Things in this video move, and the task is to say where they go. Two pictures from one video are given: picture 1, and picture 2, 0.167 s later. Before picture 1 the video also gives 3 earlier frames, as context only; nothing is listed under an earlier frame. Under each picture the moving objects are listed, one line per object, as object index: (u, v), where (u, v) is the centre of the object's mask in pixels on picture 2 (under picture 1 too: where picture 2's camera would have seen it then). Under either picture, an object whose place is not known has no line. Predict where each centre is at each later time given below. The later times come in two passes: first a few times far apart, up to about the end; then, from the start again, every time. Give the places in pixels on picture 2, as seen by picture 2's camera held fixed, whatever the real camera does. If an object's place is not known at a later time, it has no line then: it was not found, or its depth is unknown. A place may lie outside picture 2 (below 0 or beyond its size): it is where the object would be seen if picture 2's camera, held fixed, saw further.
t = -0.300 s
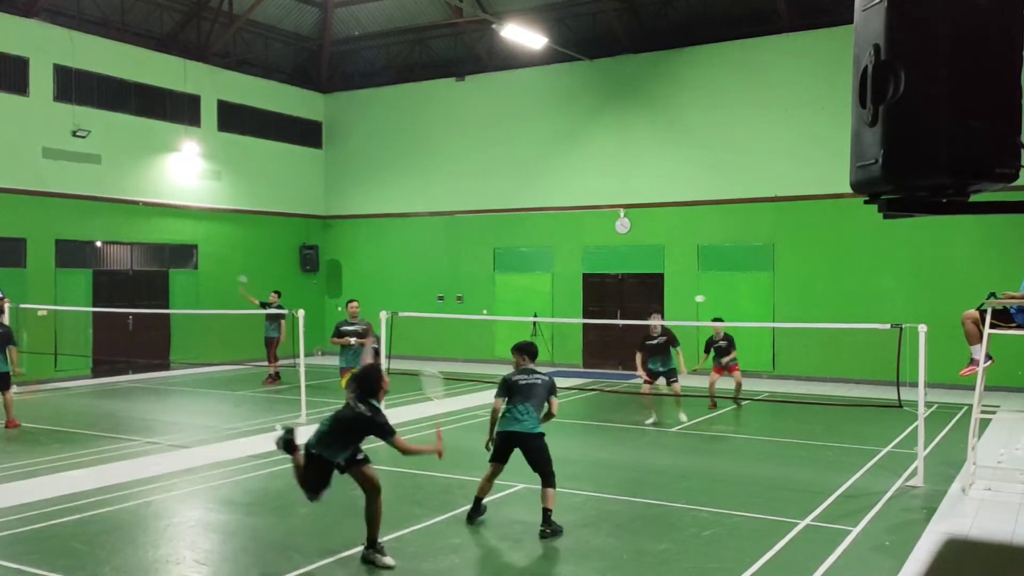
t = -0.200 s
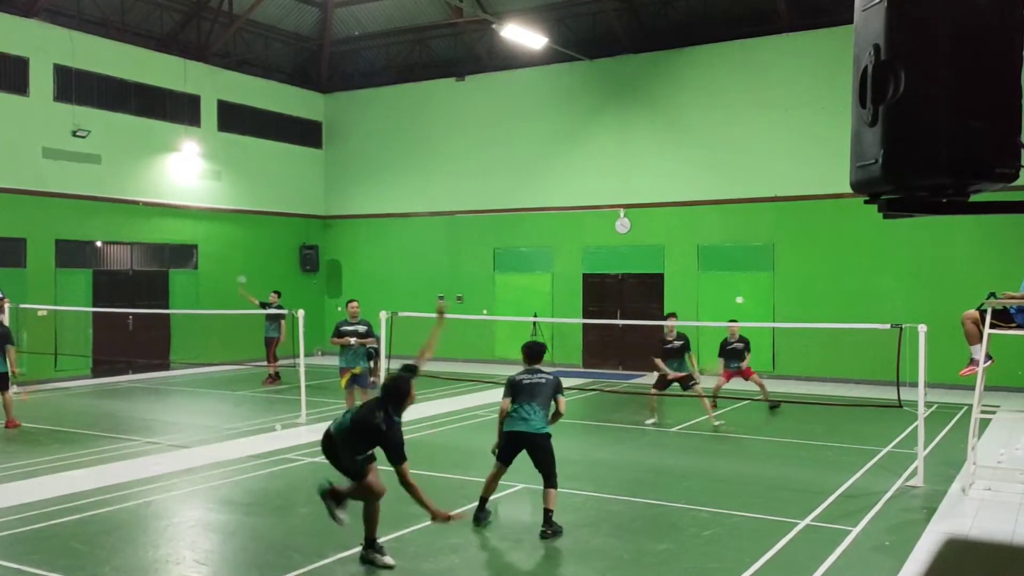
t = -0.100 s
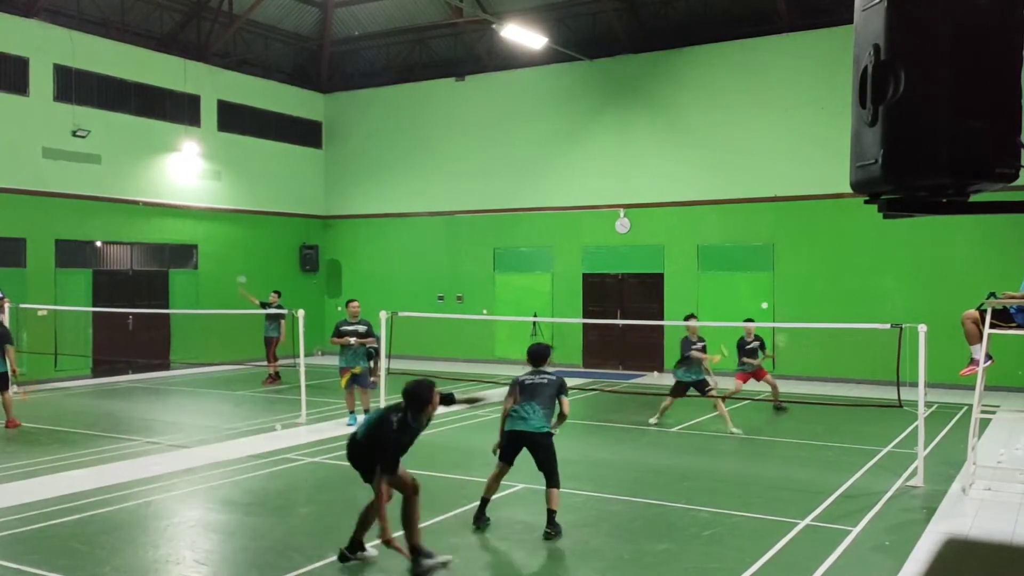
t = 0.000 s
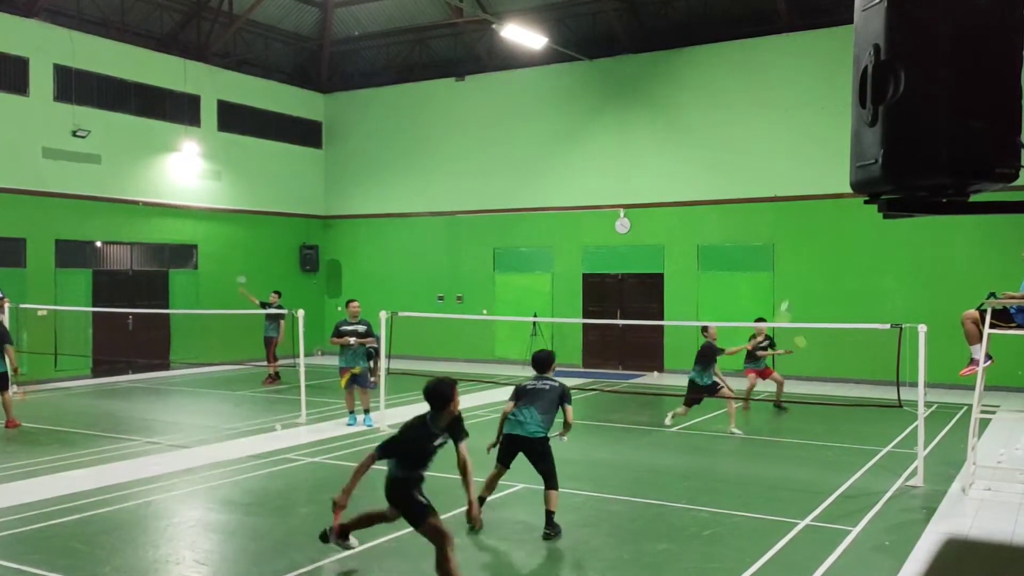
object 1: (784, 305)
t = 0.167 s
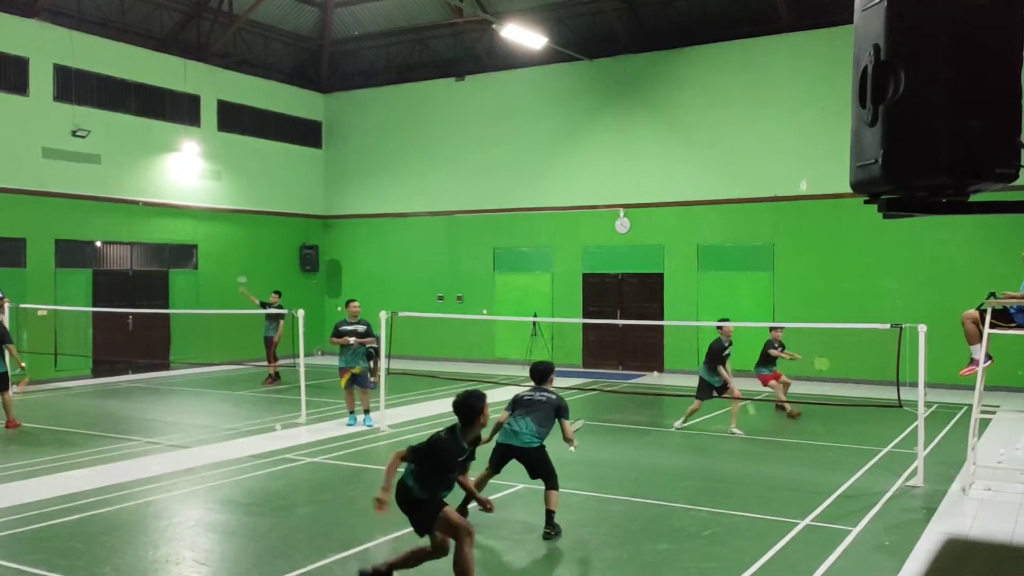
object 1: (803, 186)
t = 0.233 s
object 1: (809, 151)
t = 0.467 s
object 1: (826, 70)
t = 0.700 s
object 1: (838, 52)
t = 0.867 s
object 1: (844, 83)
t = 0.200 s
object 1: (806, 168)
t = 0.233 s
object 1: (809, 151)
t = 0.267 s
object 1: (811, 135)
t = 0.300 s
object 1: (814, 121)
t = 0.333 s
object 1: (816, 109)
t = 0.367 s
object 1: (818, 97)
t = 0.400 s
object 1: (821, 87)
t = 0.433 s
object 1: (823, 77)
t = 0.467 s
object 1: (826, 70)
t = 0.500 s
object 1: (828, 63)
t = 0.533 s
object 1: (829, 58)
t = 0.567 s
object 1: (831, 54)
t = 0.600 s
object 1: (833, 51)
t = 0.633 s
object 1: (835, 50)
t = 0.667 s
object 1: (836, 50)
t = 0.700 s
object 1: (838, 52)
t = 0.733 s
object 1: (839, 56)
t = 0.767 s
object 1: (840, 60)
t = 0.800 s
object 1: (842, 66)
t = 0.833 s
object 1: (843, 74)
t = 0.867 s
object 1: (844, 83)
